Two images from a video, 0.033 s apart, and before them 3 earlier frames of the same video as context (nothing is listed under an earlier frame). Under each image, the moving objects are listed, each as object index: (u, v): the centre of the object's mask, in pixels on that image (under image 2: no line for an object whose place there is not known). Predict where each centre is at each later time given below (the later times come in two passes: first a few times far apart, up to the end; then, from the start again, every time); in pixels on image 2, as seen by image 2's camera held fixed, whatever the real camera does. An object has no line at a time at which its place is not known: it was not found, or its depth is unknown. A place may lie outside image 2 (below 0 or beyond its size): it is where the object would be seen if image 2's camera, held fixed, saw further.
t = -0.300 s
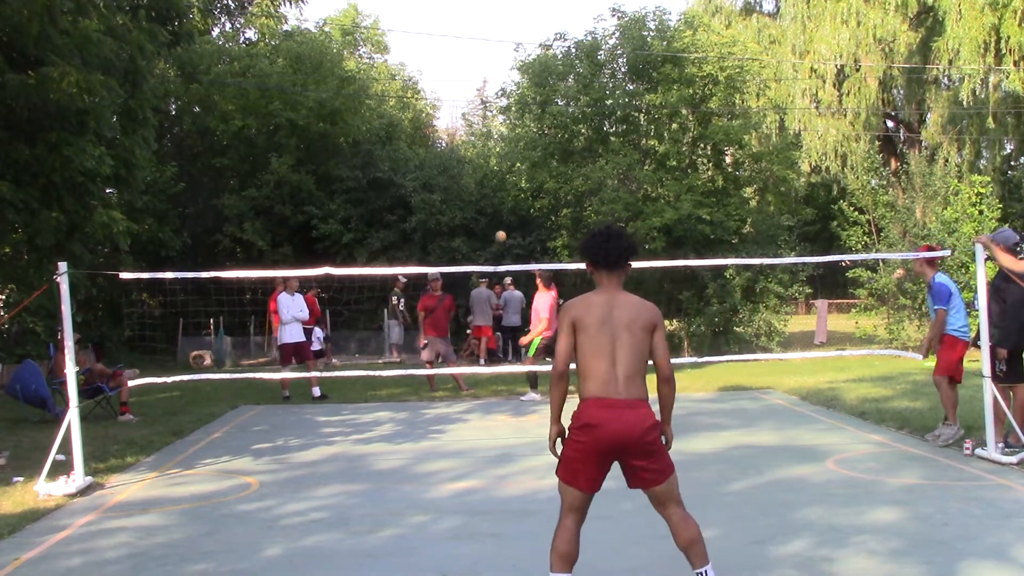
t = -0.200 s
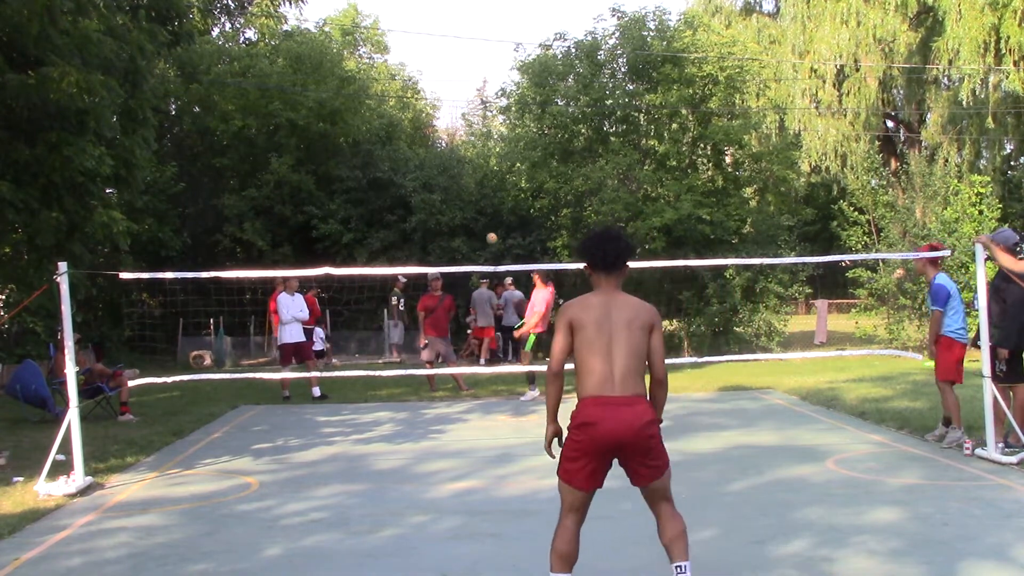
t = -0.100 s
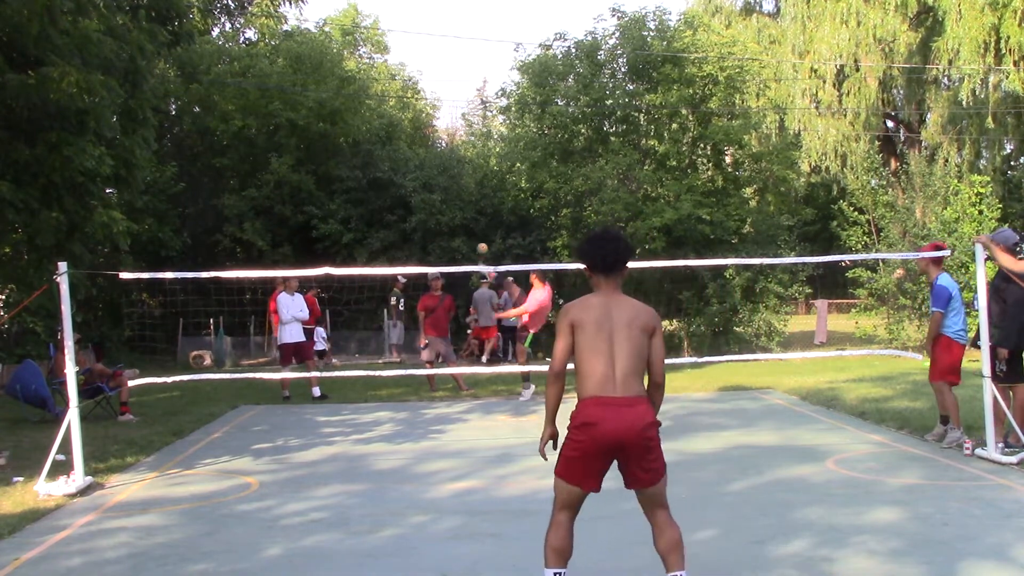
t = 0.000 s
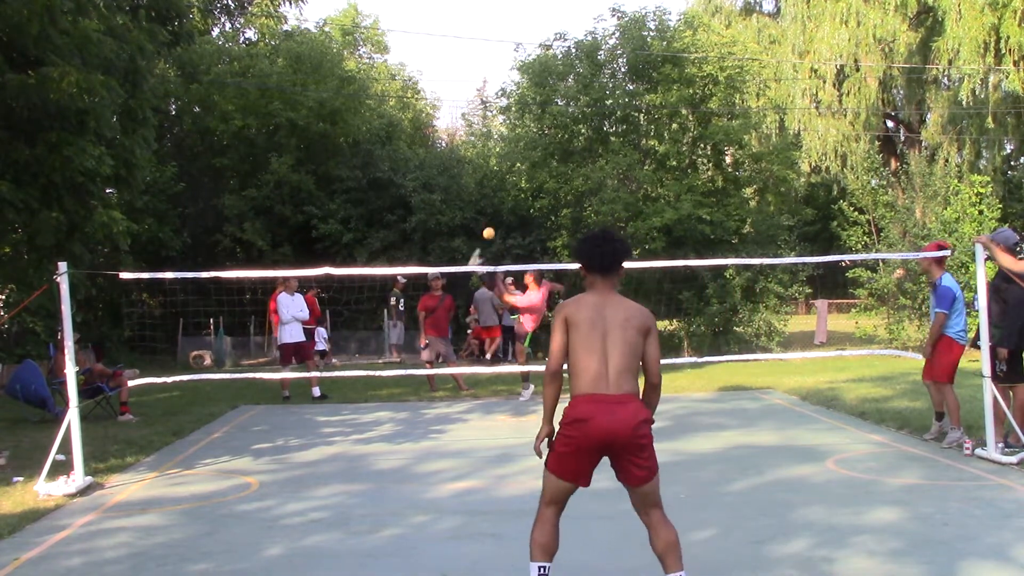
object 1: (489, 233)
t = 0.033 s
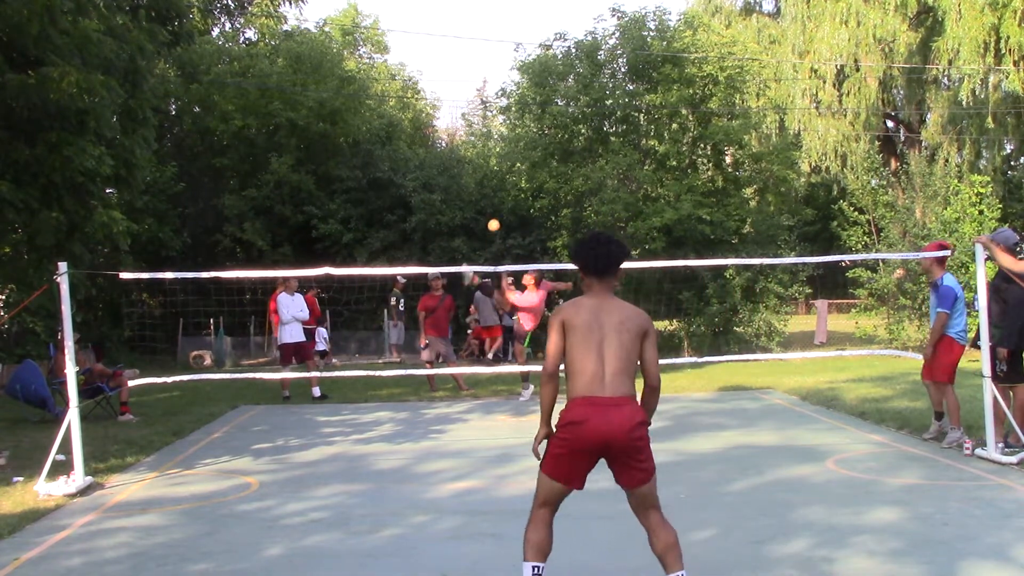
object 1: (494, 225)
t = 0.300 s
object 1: (545, 188)
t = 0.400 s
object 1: (574, 193)
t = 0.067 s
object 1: (499, 217)
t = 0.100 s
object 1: (506, 211)
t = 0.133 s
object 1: (511, 204)
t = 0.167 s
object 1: (516, 199)
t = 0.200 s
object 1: (523, 194)
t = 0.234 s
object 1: (530, 190)
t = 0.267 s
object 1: (537, 189)
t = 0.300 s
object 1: (545, 188)
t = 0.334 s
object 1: (554, 188)
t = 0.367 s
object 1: (563, 189)
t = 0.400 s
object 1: (574, 193)
